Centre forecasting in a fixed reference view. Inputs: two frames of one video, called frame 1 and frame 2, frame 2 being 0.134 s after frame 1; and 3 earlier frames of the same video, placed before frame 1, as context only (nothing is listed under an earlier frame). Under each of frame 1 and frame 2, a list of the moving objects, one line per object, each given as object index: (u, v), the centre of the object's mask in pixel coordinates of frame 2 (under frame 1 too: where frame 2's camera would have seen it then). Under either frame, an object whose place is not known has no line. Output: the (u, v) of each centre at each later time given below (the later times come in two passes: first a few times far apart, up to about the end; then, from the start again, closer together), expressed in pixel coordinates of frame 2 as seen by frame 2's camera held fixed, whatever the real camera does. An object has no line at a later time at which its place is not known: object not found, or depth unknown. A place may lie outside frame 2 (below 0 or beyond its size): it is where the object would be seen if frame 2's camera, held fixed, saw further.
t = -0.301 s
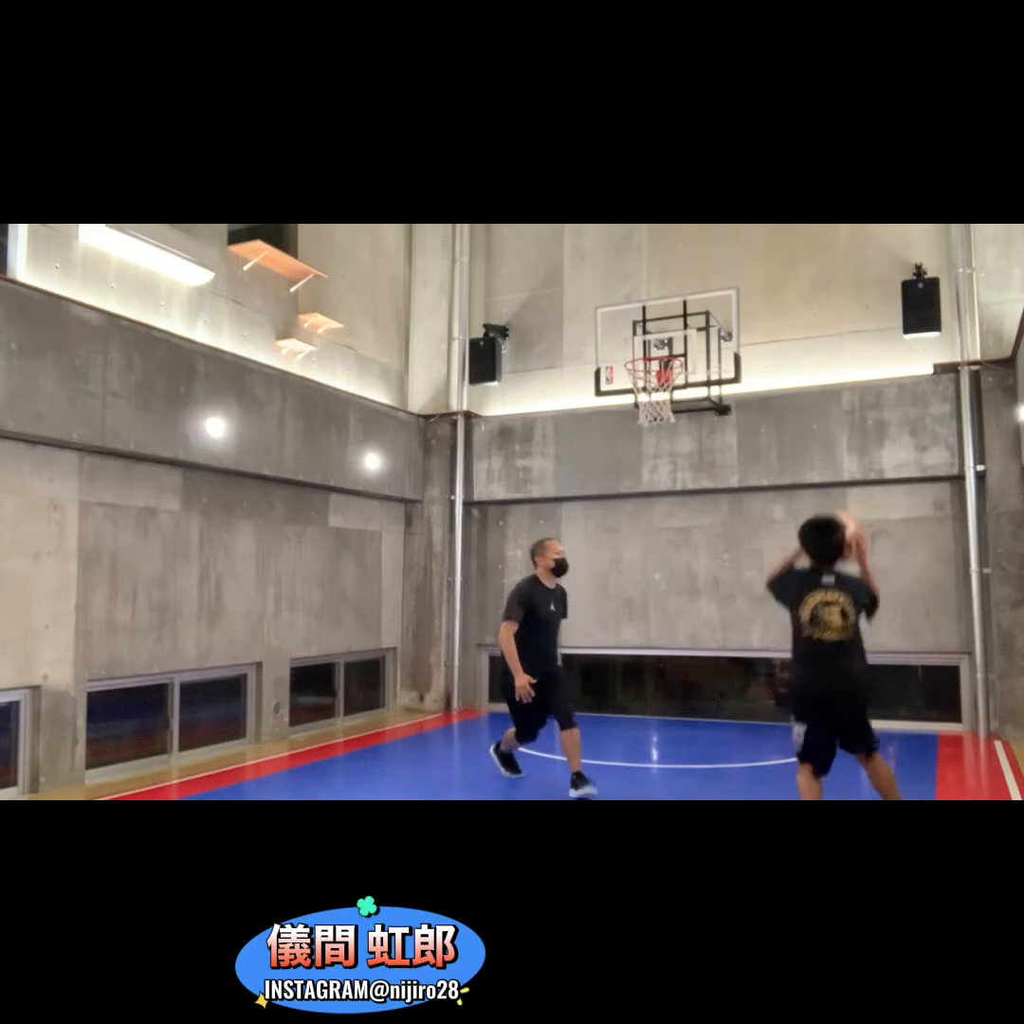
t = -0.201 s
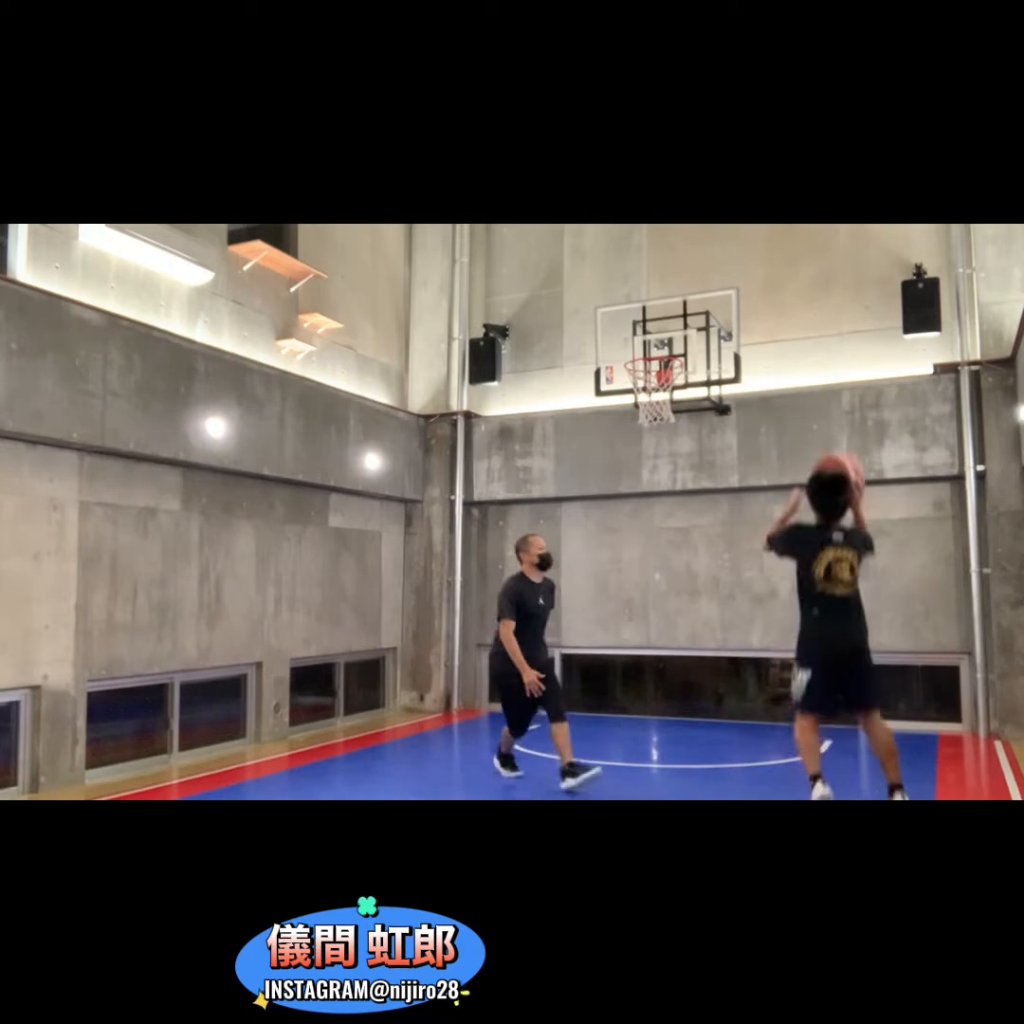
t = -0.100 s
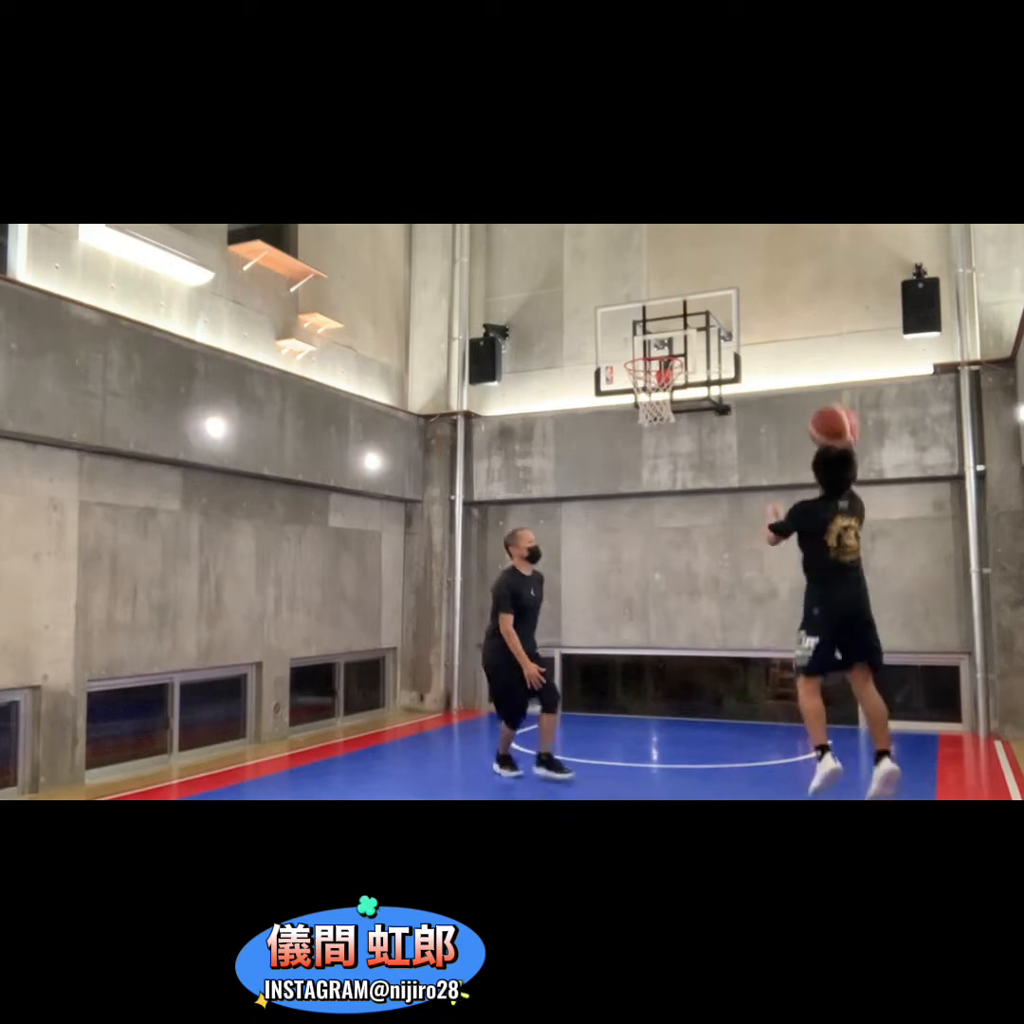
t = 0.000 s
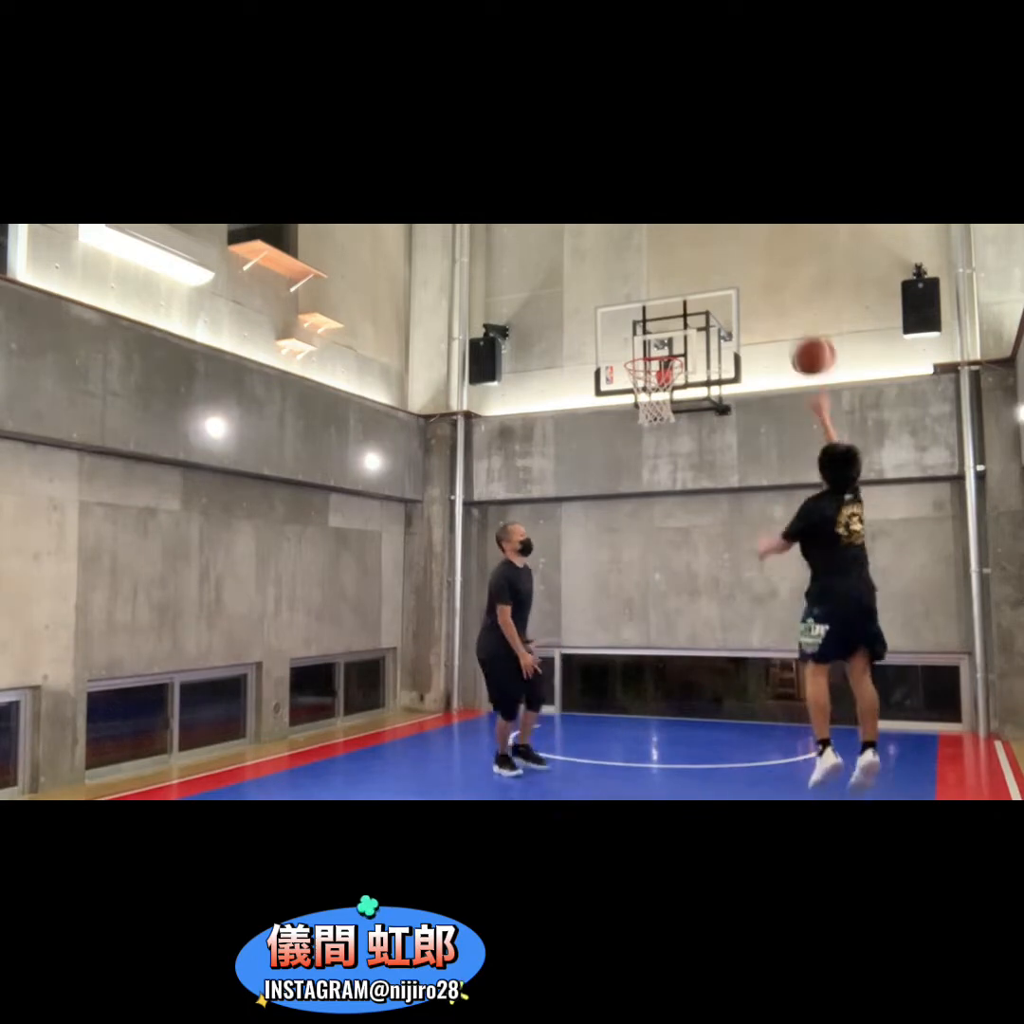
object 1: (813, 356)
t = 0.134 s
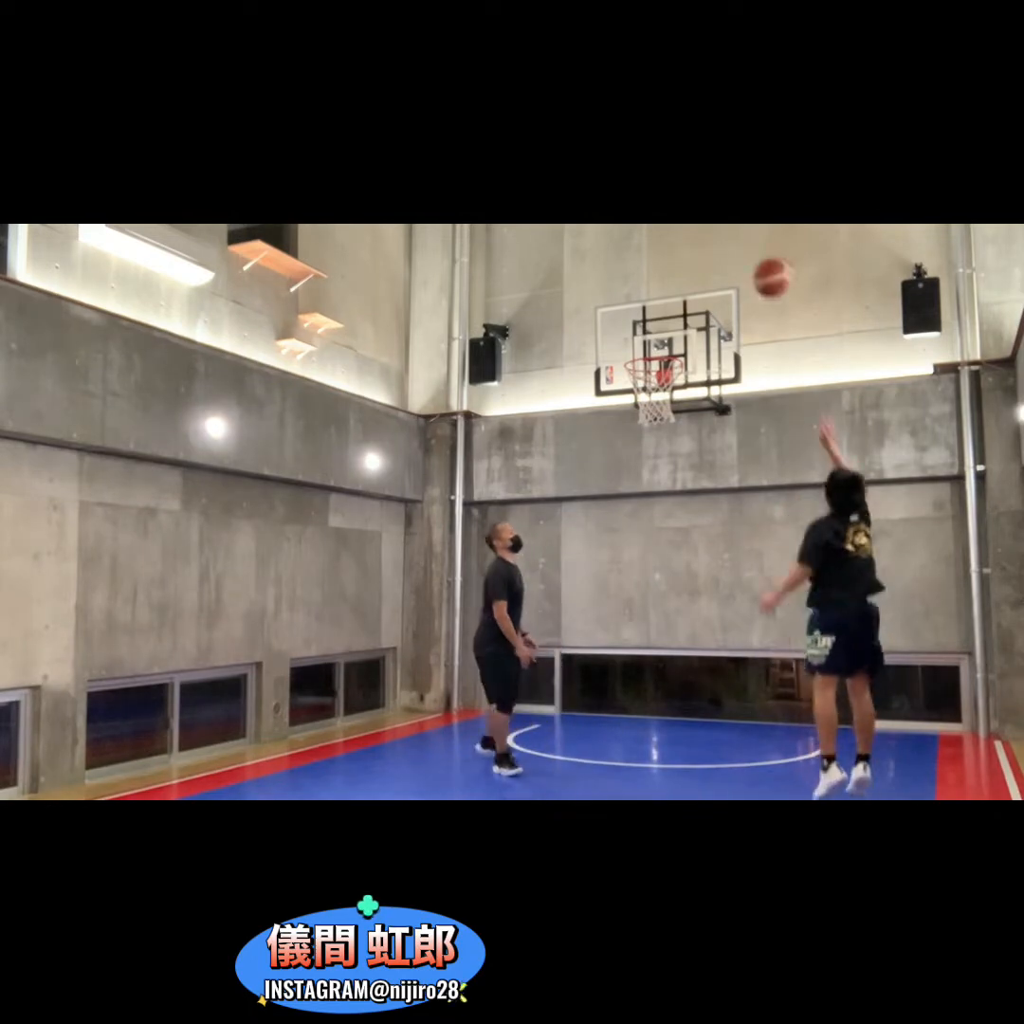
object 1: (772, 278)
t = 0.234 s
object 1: (748, 244)
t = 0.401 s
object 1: (713, 233)
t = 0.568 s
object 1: (686, 247)
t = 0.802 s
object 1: (655, 325)
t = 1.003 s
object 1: (662, 383)
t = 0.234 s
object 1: (748, 244)
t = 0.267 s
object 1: (741, 239)
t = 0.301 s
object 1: (732, 235)
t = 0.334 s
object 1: (726, 233)
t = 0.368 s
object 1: (720, 233)
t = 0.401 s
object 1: (713, 233)
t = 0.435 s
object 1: (708, 233)
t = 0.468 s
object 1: (702, 233)
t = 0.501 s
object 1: (697, 236)
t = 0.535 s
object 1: (692, 240)
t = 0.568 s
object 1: (686, 247)
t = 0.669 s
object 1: (670, 274)
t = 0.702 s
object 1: (666, 285)
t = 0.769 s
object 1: (658, 311)
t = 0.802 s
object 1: (655, 325)
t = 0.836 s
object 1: (651, 341)
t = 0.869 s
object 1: (646, 351)
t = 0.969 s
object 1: (657, 373)
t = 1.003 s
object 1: (662, 383)
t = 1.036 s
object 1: (667, 384)
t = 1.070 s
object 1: (670, 380)
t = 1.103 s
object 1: (671, 382)
